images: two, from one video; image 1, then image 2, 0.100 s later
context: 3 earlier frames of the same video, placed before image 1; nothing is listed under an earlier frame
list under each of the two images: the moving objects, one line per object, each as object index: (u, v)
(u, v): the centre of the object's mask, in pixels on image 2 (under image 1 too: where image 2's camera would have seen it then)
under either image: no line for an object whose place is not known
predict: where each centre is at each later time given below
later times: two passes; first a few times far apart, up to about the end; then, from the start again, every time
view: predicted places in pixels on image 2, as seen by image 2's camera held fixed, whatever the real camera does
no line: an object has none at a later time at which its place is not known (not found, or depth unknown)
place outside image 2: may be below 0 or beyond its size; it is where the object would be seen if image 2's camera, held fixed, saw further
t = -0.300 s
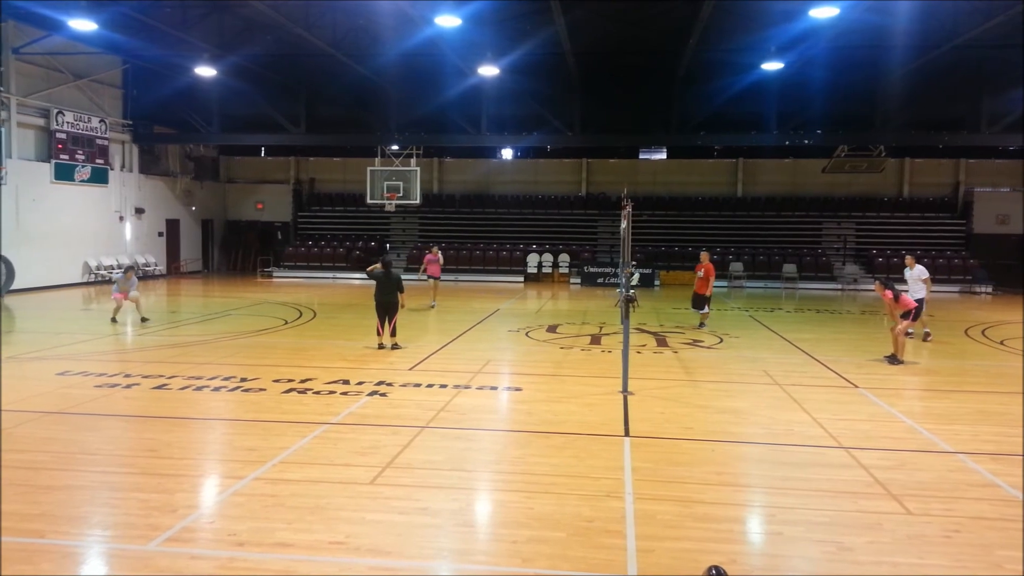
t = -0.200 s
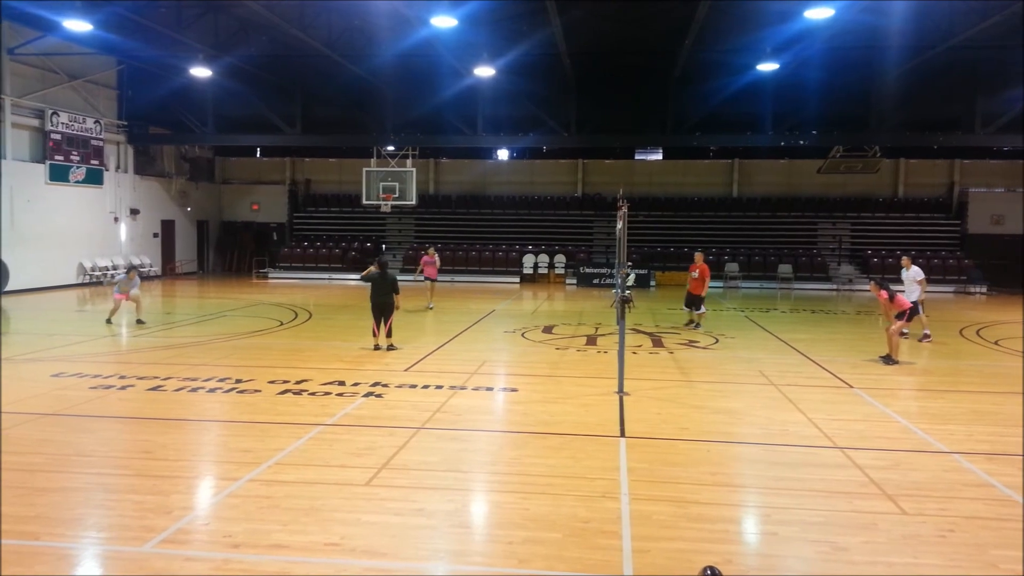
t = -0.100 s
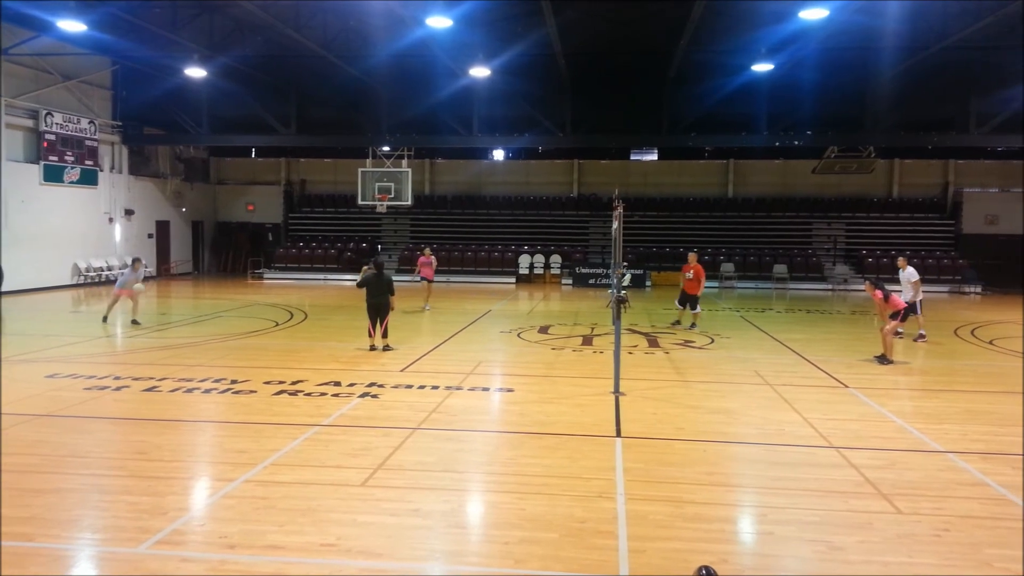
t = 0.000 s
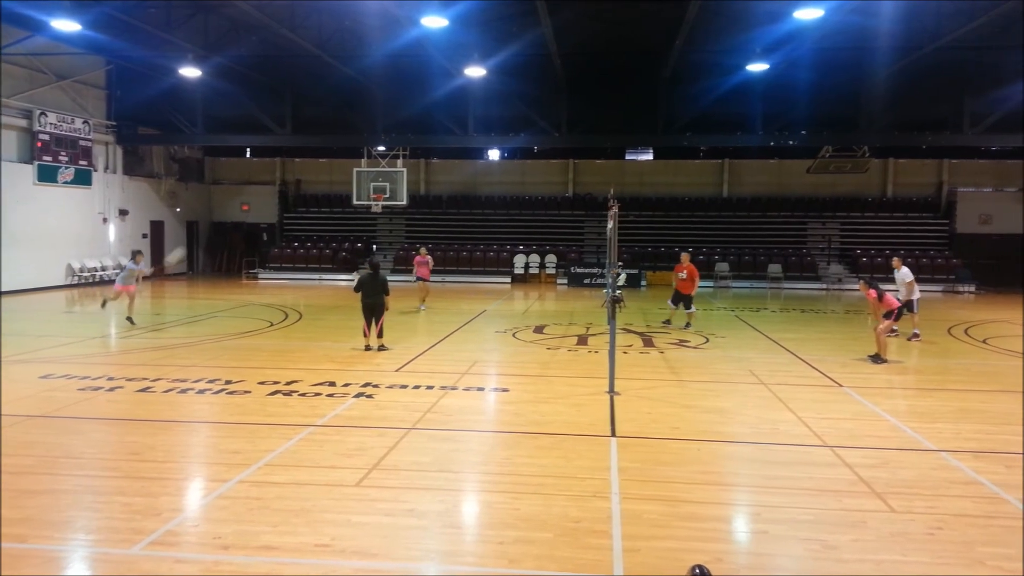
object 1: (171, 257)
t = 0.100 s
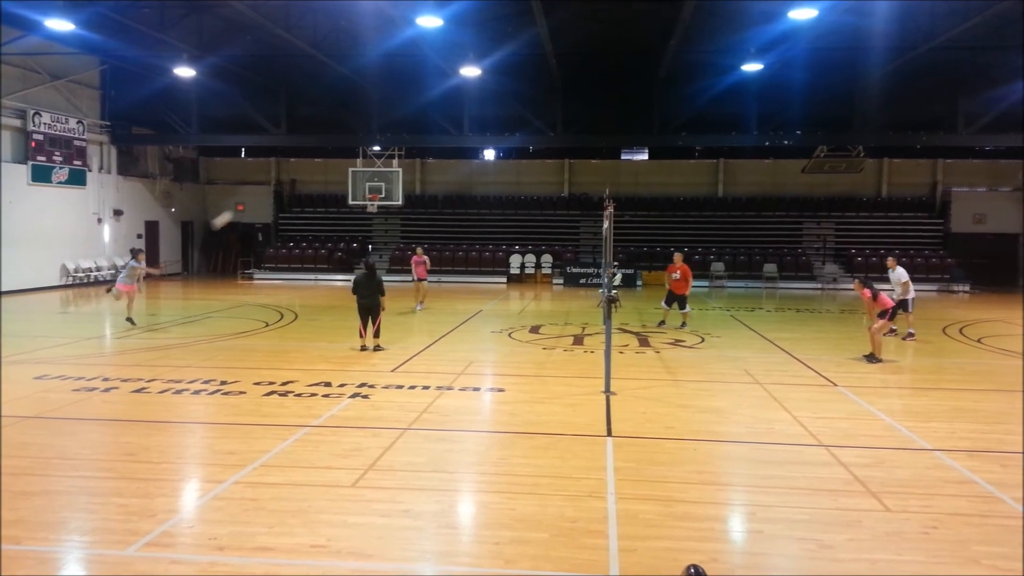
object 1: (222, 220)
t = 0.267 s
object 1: (307, 172)
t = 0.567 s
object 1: (457, 118)
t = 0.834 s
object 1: (584, 106)
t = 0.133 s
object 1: (239, 209)
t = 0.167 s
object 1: (256, 199)
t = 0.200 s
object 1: (274, 189)
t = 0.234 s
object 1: (290, 180)
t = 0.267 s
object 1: (307, 172)
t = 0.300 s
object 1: (324, 163)
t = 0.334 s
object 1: (342, 156)
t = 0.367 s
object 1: (359, 149)
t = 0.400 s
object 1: (375, 142)
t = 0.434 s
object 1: (392, 137)
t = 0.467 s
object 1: (408, 131)
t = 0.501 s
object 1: (425, 126)
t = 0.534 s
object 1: (440, 122)
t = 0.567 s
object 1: (457, 118)
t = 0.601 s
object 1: (472, 114)
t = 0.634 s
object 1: (489, 111)
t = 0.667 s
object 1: (505, 109)
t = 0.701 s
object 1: (521, 107)
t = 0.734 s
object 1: (537, 105)
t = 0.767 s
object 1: (552, 105)
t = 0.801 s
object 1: (569, 105)
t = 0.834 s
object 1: (584, 106)
